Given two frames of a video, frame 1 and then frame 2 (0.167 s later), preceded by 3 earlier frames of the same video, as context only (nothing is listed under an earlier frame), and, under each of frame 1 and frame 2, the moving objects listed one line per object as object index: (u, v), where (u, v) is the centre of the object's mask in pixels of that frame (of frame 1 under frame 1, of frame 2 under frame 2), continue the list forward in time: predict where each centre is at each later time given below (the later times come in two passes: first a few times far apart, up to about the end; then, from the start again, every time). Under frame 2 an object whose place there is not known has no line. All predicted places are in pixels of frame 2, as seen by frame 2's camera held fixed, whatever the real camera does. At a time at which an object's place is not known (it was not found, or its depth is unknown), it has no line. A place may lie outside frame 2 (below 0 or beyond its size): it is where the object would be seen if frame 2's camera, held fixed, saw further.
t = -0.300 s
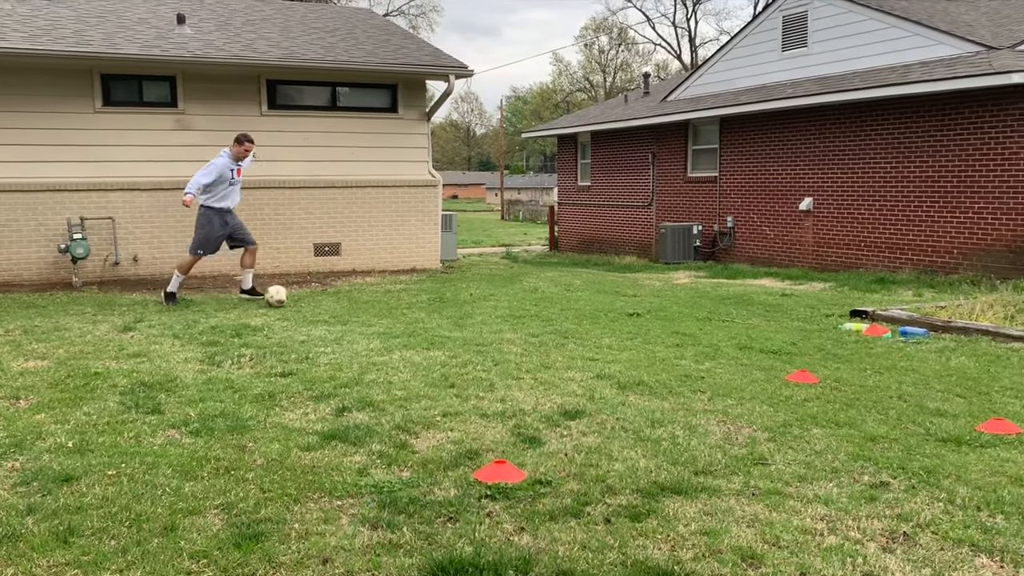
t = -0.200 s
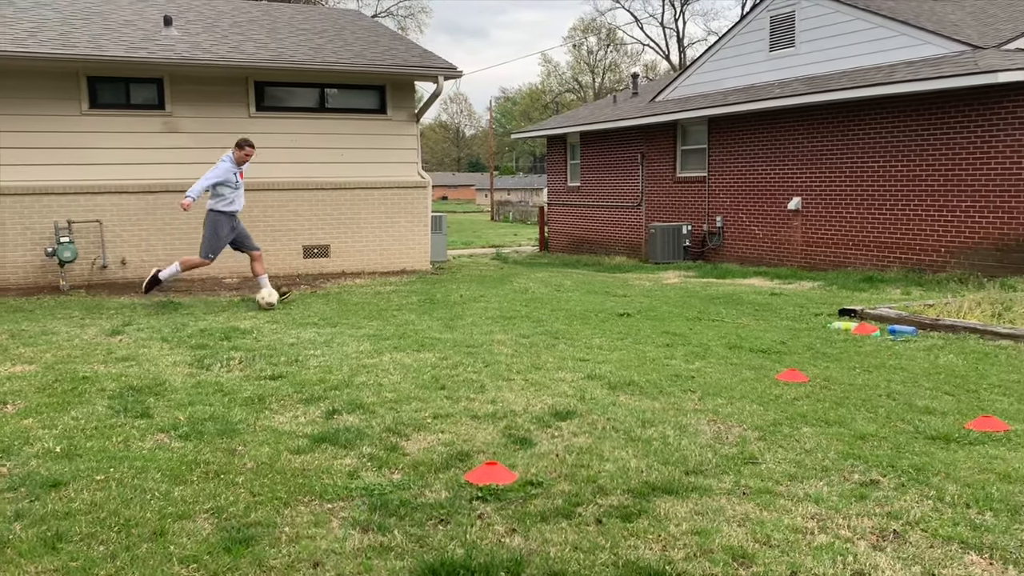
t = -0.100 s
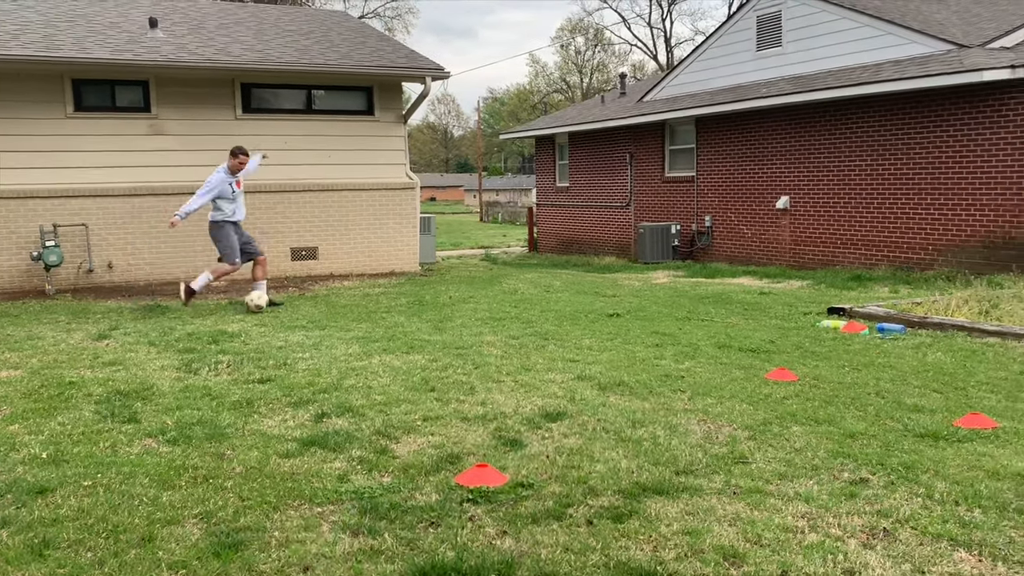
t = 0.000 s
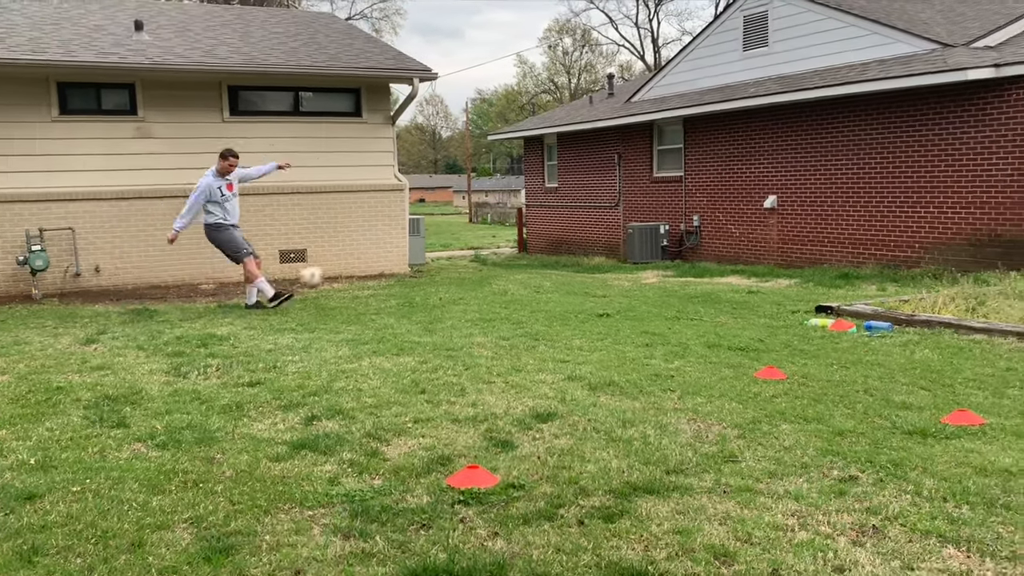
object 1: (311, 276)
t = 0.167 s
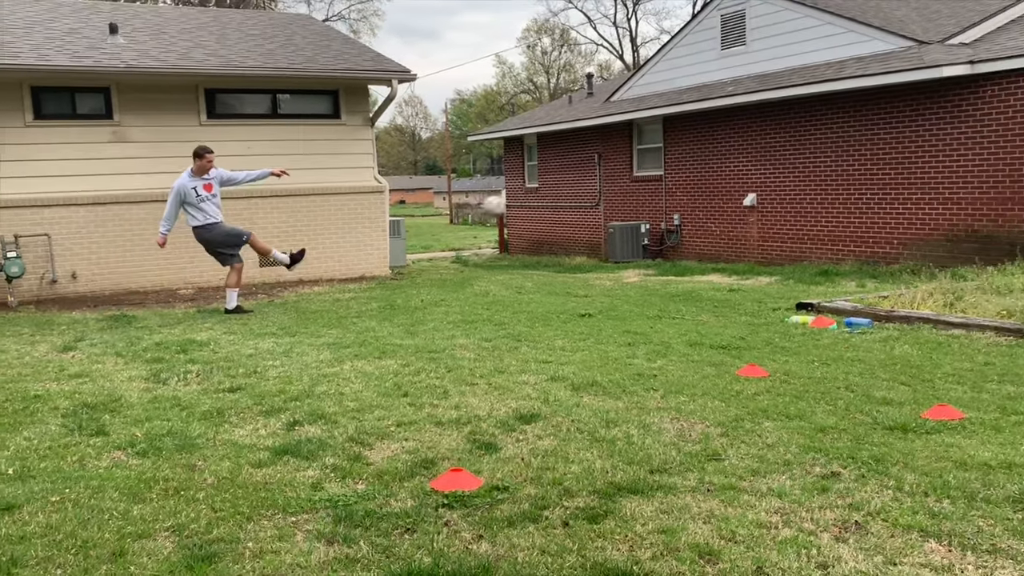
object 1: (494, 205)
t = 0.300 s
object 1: (638, 166)
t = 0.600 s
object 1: (922, 132)
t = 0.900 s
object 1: (968, 196)
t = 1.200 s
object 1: (858, 259)
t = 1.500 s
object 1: (766, 256)
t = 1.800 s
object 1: (656, 305)
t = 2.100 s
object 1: (523, 340)
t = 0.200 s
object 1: (531, 194)
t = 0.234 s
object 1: (568, 183)
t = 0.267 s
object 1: (604, 174)
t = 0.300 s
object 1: (638, 166)
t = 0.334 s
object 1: (672, 158)
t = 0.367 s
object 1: (705, 152)
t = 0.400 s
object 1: (739, 146)
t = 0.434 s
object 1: (772, 142)
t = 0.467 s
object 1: (803, 138)
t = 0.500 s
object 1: (834, 134)
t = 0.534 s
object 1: (863, 133)
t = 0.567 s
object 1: (893, 132)
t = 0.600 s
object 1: (922, 132)
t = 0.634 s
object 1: (951, 132)
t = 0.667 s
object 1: (978, 134)
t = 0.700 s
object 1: (1005, 134)
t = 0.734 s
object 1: (1031, 140)
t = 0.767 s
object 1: (1021, 146)
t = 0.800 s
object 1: (1009, 157)
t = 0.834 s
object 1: (996, 169)
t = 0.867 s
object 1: (983, 181)
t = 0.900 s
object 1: (968, 196)
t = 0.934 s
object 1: (955, 212)
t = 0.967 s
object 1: (940, 229)
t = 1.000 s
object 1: (925, 248)
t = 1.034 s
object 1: (910, 267)
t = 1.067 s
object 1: (895, 283)
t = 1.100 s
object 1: (886, 278)
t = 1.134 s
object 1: (877, 272)
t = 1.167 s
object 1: (867, 265)
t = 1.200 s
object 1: (858, 259)
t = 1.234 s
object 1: (848, 254)
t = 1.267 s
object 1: (839, 250)
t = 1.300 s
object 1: (829, 248)
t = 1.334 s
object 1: (819, 247)
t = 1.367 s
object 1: (809, 246)
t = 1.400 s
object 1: (799, 247)
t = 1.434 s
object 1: (788, 250)
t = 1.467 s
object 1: (778, 253)
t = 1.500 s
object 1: (766, 256)
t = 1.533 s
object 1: (755, 263)
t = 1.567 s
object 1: (743, 271)
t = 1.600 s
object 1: (732, 279)
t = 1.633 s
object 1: (720, 288)
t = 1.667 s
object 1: (708, 302)
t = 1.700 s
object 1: (696, 315)
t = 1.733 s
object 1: (683, 313)
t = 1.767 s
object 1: (669, 308)
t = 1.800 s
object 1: (656, 305)
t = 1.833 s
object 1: (643, 303)
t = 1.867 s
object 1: (629, 303)
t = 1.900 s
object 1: (615, 303)
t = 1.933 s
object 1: (600, 305)
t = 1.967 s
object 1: (585, 309)
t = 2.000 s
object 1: (571, 315)
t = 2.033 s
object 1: (555, 322)
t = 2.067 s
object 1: (539, 331)
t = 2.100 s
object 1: (523, 340)
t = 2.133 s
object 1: (509, 337)
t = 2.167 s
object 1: (493, 331)
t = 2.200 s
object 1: (478, 328)
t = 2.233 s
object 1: (462, 326)
